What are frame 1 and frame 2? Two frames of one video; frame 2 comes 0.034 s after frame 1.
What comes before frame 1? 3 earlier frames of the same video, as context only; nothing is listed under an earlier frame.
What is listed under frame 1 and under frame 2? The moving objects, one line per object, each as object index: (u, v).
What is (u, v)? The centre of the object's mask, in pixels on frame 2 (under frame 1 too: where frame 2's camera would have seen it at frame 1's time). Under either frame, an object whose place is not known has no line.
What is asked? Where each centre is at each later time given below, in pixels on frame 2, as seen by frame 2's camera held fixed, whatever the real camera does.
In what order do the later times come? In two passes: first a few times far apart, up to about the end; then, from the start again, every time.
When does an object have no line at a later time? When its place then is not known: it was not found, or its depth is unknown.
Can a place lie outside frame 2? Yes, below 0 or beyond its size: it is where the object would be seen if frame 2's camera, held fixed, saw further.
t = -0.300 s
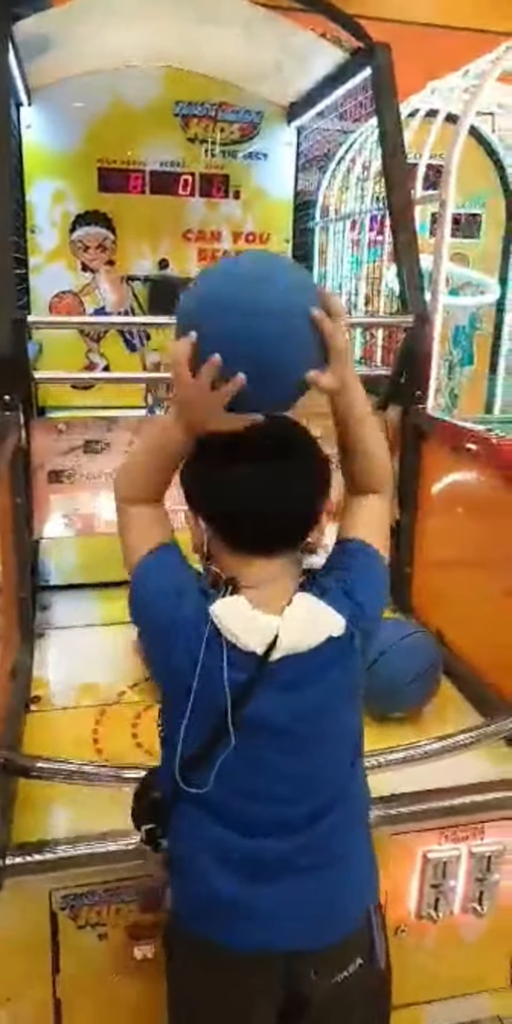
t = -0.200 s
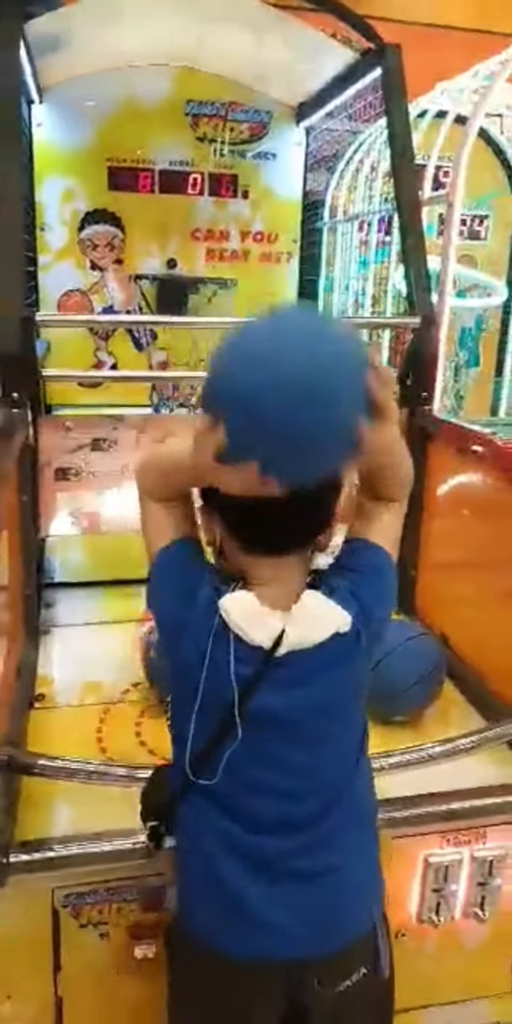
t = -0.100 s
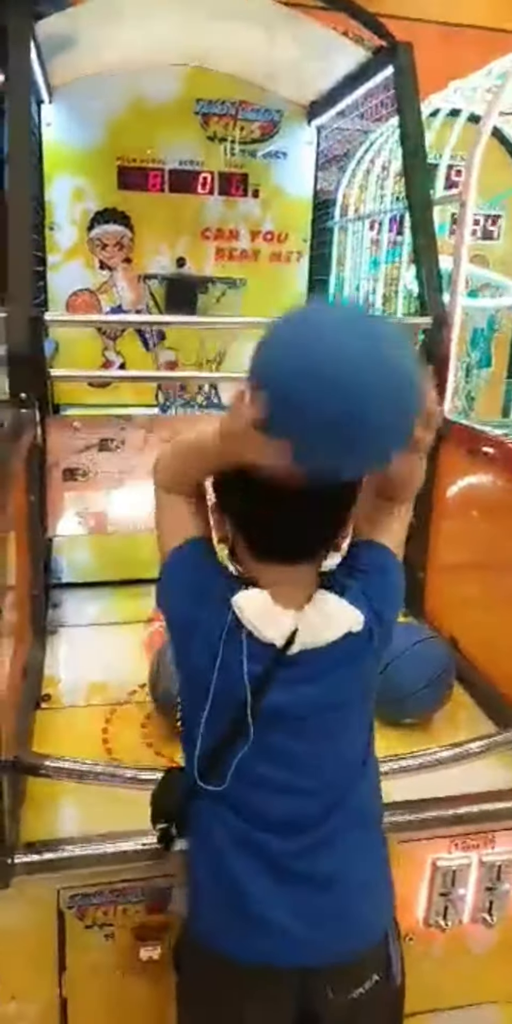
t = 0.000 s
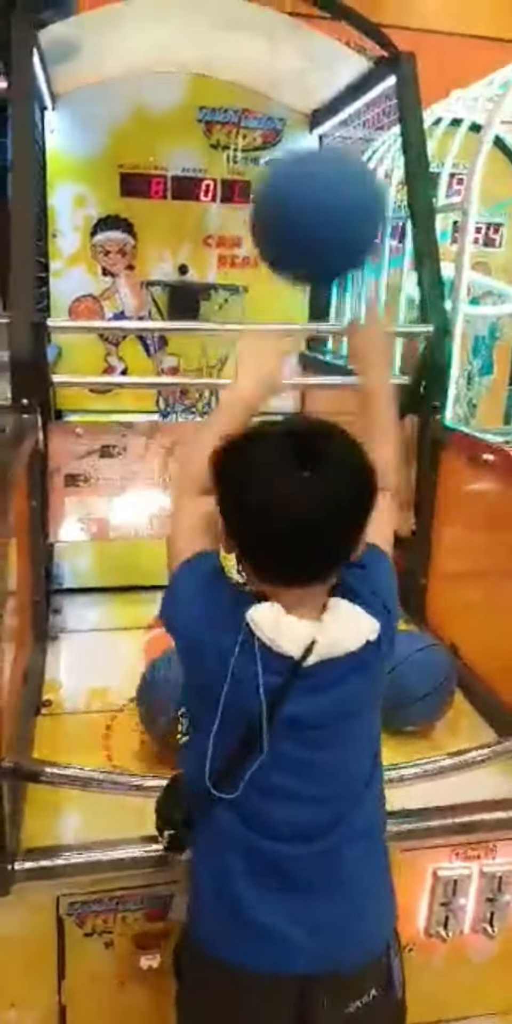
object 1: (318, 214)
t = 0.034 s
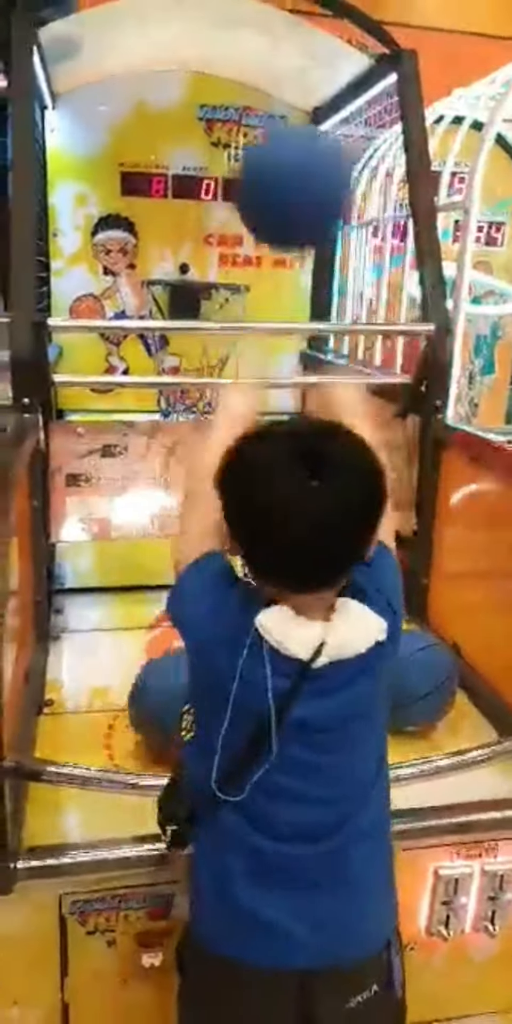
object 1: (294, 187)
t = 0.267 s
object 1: (208, 224)
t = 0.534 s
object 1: (208, 154)
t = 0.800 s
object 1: (224, 216)
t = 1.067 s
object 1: (188, 334)
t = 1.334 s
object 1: (242, 404)
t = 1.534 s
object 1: (245, 409)
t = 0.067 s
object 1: (273, 173)
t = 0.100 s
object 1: (258, 169)
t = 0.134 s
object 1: (244, 173)
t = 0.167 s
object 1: (233, 181)
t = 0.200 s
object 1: (222, 193)
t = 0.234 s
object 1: (215, 207)
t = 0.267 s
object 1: (208, 224)
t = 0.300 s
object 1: (201, 242)
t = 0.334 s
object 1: (197, 260)
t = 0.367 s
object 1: (198, 236)
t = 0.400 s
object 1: (199, 213)
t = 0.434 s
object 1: (201, 192)
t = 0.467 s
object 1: (202, 176)
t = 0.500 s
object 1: (206, 162)
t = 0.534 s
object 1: (208, 154)
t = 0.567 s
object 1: (210, 147)
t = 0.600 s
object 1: (213, 146)
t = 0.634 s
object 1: (214, 147)
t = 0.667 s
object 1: (217, 151)
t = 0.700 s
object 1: (219, 161)
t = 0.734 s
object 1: (220, 175)
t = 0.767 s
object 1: (224, 193)
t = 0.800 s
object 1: (224, 216)
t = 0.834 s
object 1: (226, 241)
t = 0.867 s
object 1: (227, 269)
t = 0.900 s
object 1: (212, 272)
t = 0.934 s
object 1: (189, 285)
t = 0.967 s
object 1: (174, 292)
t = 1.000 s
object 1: (172, 298)
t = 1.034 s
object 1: (178, 313)
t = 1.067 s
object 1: (188, 334)
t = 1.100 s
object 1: (196, 354)
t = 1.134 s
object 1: (203, 363)
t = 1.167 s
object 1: (210, 393)
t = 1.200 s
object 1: (216, 403)
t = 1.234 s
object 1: (220, 409)
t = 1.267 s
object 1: (226, 405)
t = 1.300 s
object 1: (229, 405)
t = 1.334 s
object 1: (242, 404)
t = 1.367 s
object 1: (246, 403)
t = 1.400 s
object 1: (248, 403)
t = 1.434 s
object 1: (246, 405)
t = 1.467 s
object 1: (248, 407)
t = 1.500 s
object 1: (247, 409)
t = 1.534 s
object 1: (245, 409)
